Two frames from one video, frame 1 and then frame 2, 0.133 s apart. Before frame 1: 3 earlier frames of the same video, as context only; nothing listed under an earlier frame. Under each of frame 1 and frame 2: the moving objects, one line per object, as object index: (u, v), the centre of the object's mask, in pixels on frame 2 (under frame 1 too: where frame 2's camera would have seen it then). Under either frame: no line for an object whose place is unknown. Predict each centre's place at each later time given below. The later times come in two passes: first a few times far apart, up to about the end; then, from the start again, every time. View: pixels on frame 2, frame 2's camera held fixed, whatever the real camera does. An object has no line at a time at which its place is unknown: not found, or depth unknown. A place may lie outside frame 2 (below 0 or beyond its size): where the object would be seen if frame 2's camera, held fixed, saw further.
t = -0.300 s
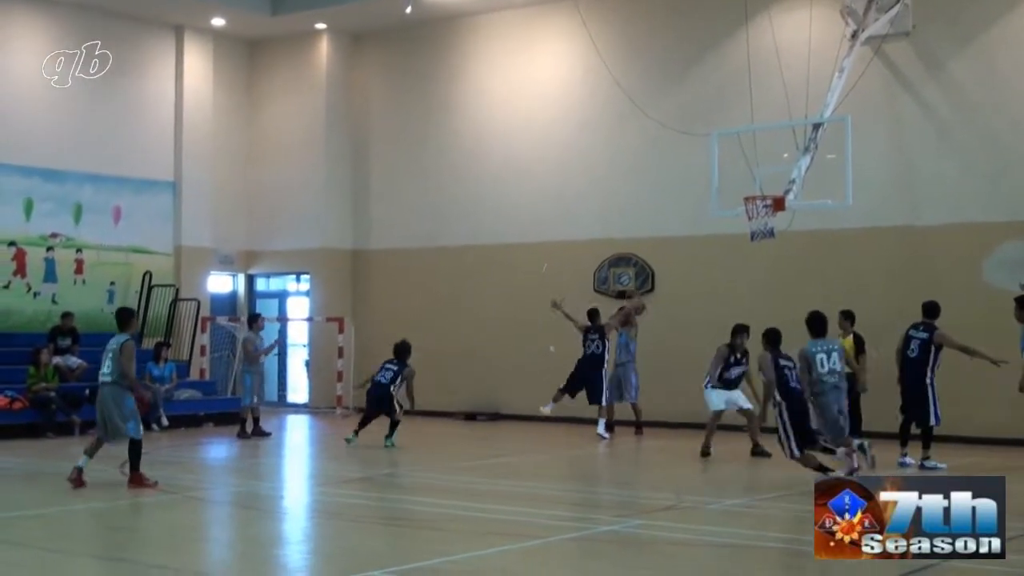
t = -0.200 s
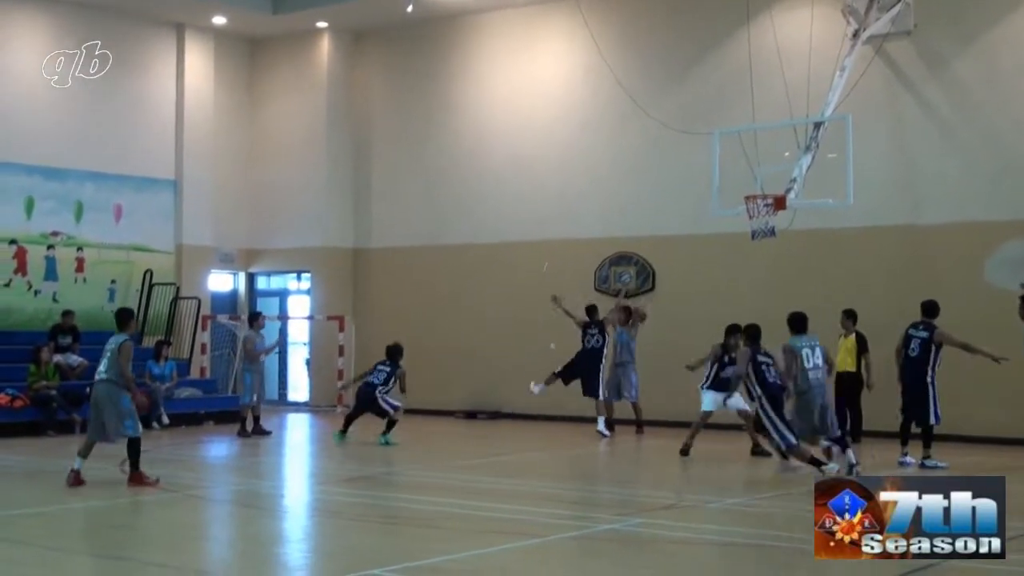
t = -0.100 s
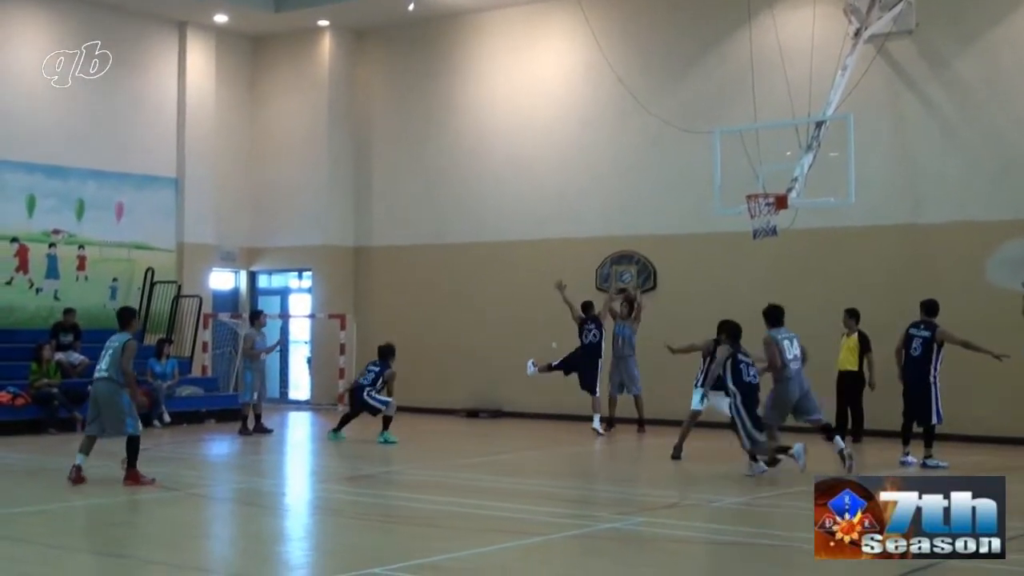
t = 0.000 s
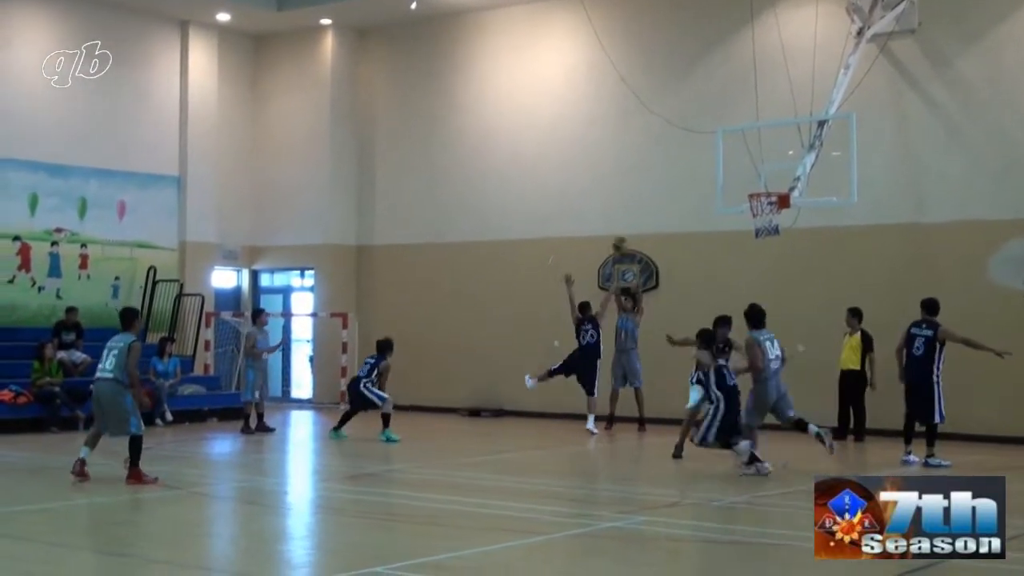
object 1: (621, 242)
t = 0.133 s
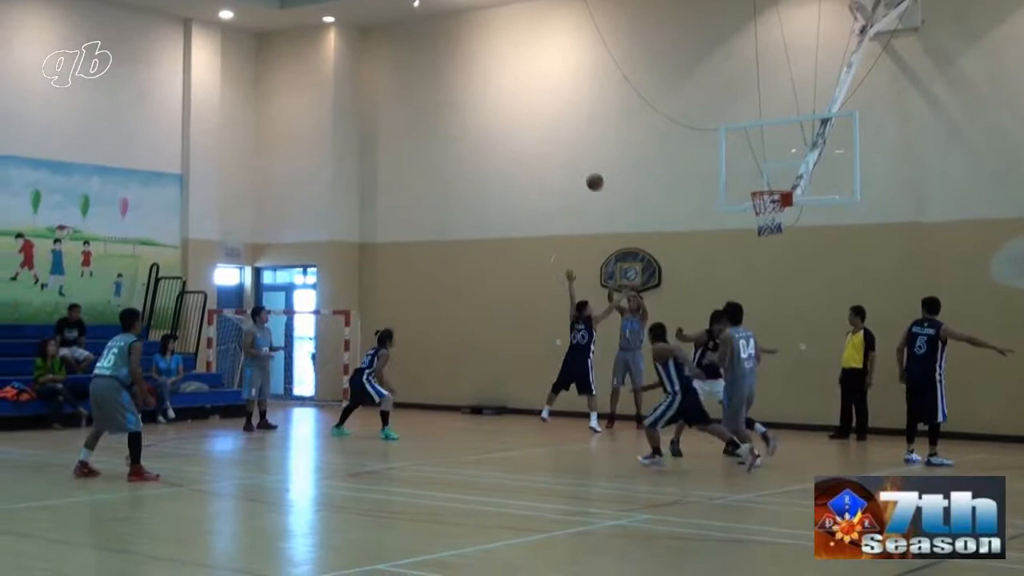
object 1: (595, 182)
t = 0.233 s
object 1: (572, 142)
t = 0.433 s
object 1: (525, 79)
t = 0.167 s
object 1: (587, 168)
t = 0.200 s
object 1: (580, 155)
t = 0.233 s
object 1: (572, 142)
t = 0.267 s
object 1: (565, 130)
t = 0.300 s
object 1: (557, 118)
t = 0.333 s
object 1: (549, 107)
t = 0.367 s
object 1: (541, 97)
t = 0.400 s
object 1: (533, 88)
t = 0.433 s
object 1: (525, 79)
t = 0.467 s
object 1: (517, 70)
